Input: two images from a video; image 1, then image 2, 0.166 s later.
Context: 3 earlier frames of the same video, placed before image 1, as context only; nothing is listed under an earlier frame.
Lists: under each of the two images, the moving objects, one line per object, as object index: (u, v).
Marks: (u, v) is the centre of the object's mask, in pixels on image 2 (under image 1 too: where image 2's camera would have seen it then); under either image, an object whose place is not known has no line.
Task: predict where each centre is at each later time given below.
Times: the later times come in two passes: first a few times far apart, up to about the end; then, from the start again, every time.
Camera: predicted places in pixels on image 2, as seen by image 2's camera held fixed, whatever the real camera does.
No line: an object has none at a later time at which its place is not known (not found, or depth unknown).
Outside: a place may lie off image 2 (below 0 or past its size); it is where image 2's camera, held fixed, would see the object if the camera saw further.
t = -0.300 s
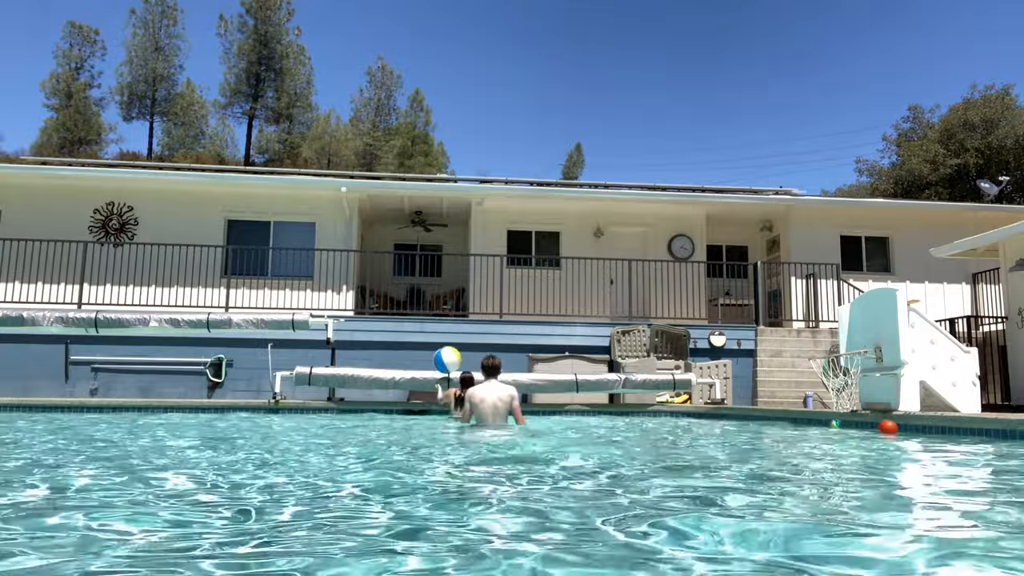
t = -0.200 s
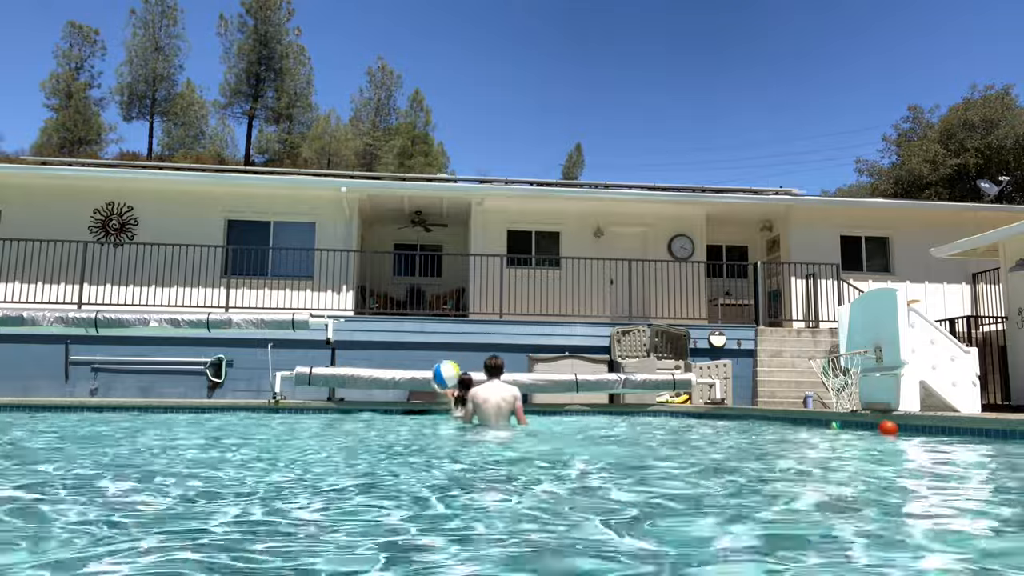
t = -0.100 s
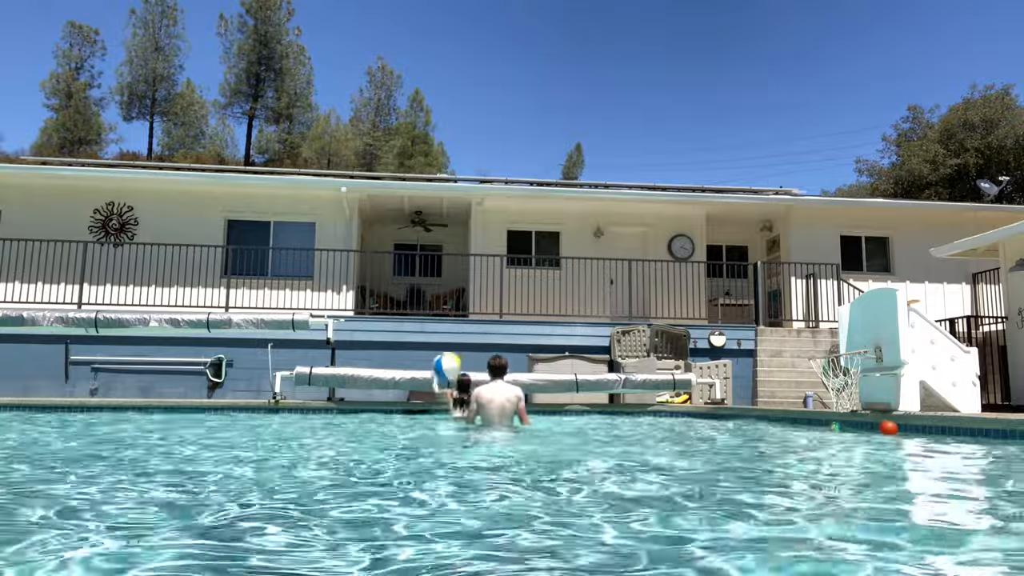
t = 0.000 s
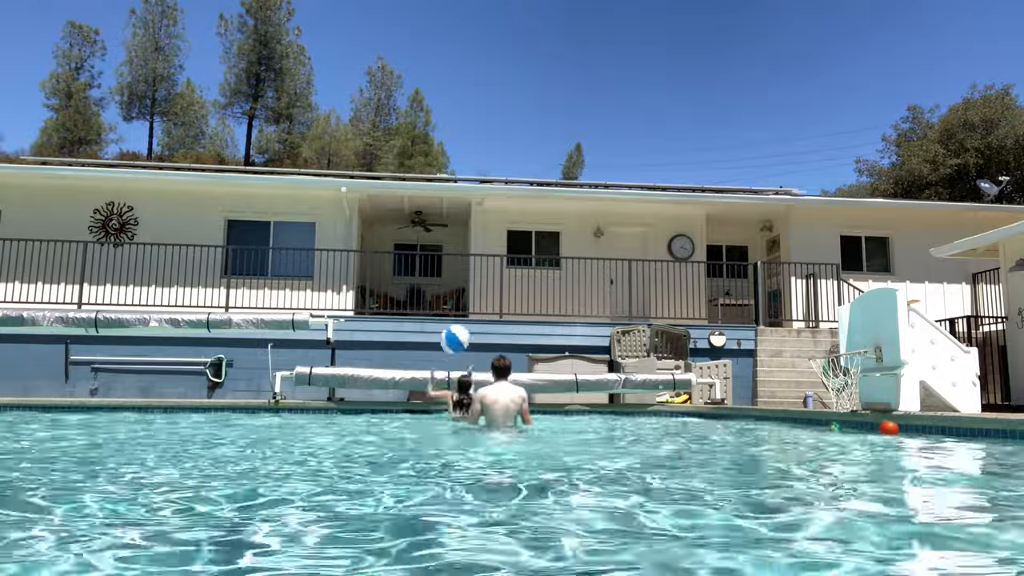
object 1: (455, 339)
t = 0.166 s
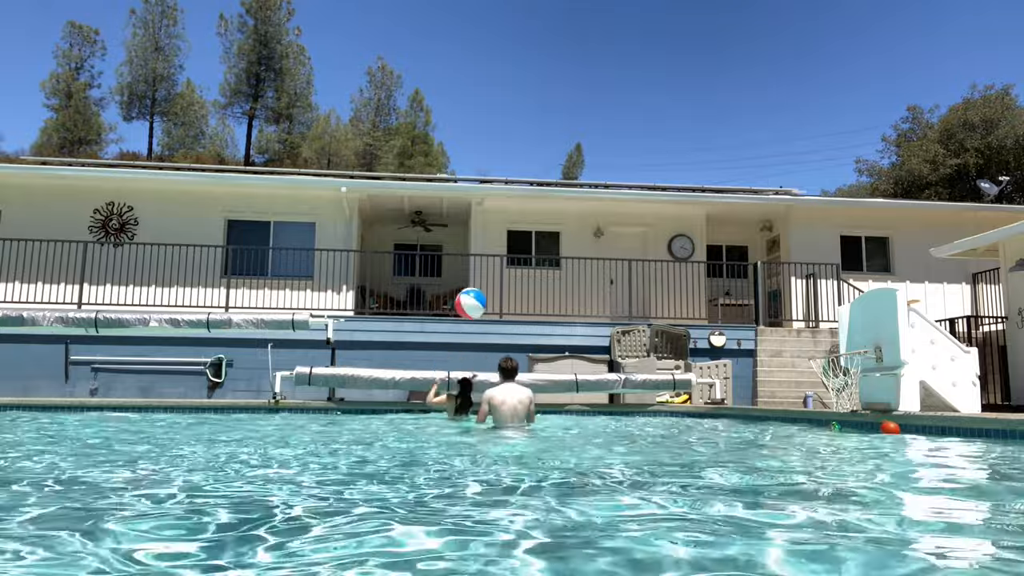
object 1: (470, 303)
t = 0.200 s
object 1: (474, 299)
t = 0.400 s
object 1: (499, 286)
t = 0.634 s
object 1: (534, 308)
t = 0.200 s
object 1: (474, 299)
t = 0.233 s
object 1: (479, 294)
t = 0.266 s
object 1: (482, 291)
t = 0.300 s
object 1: (486, 288)
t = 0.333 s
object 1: (490, 287)
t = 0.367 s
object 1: (495, 286)
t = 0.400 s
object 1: (499, 286)
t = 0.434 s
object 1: (504, 288)
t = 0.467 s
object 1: (509, 289)
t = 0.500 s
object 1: (514, 292)
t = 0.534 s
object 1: (519, 295)
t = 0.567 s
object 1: (524, 299)
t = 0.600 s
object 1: (529, 303)
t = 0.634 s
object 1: (534, 308)
